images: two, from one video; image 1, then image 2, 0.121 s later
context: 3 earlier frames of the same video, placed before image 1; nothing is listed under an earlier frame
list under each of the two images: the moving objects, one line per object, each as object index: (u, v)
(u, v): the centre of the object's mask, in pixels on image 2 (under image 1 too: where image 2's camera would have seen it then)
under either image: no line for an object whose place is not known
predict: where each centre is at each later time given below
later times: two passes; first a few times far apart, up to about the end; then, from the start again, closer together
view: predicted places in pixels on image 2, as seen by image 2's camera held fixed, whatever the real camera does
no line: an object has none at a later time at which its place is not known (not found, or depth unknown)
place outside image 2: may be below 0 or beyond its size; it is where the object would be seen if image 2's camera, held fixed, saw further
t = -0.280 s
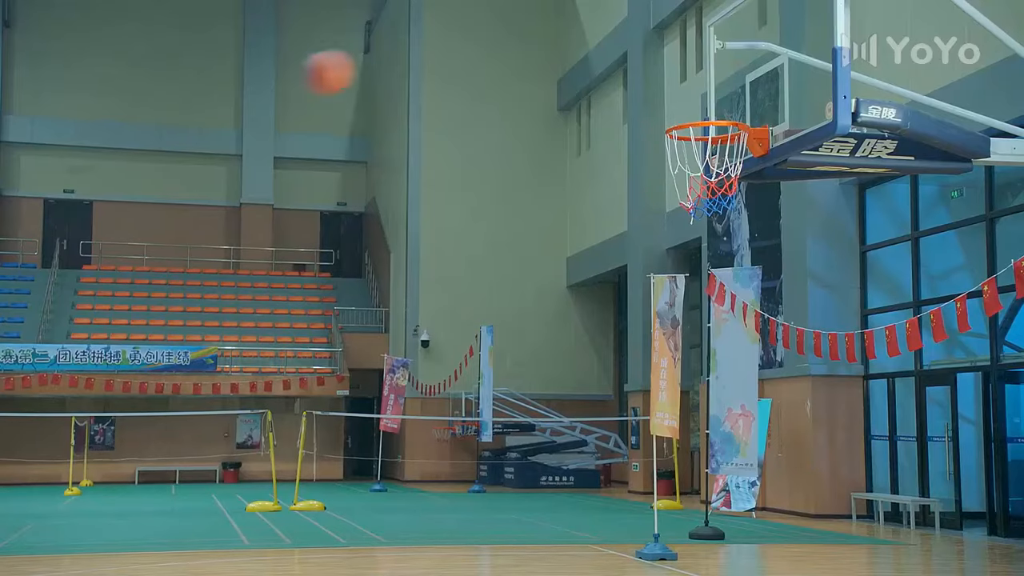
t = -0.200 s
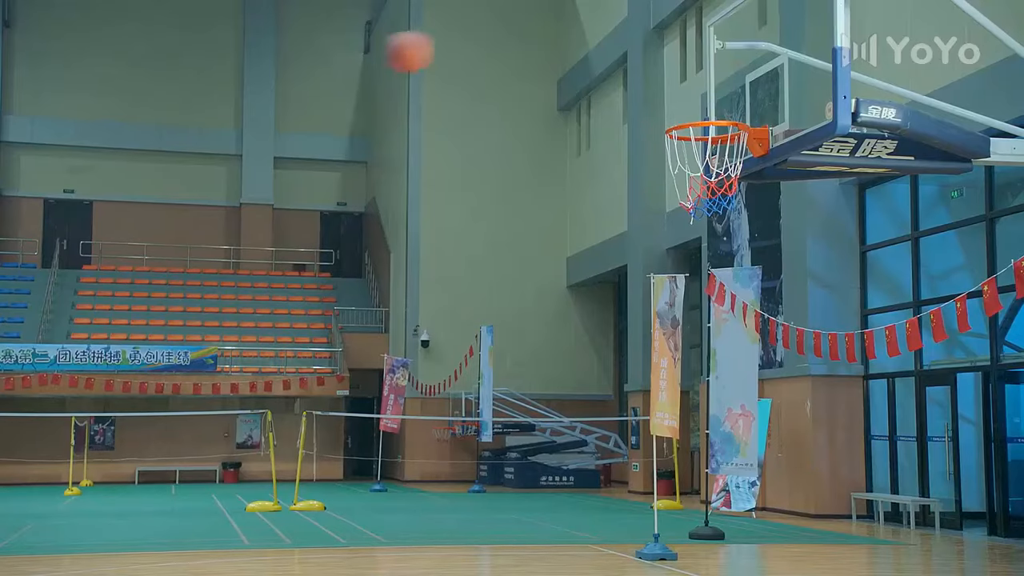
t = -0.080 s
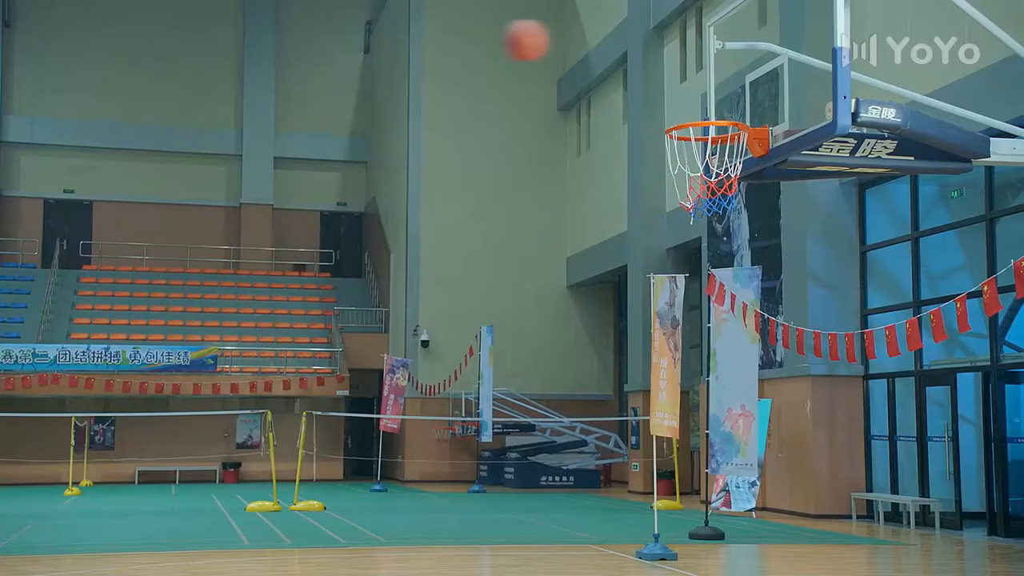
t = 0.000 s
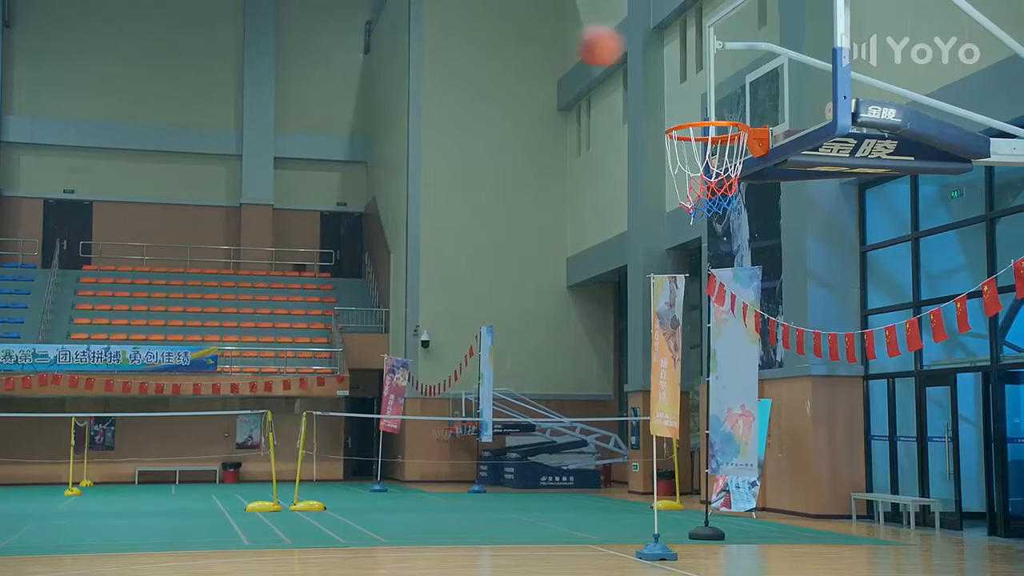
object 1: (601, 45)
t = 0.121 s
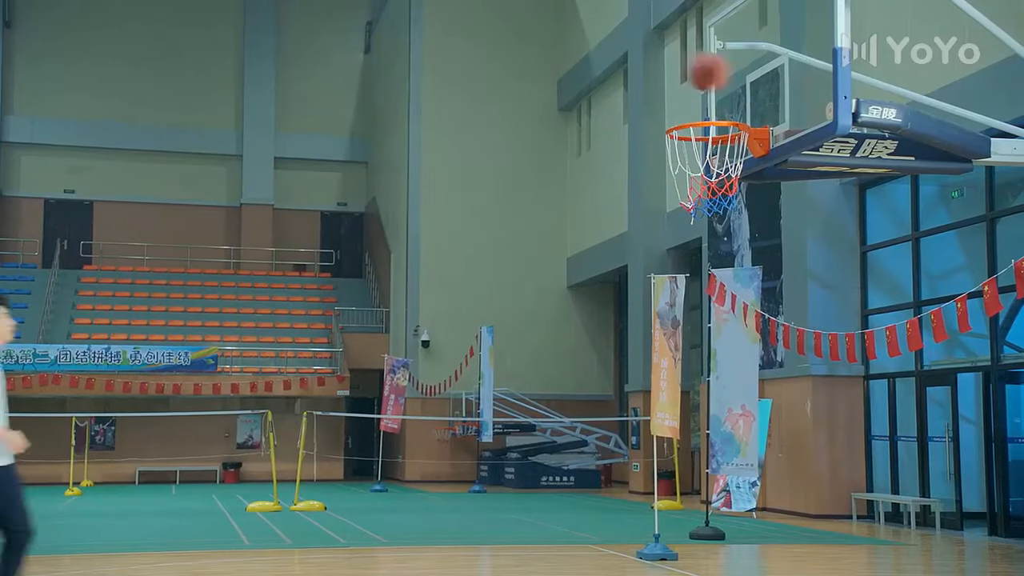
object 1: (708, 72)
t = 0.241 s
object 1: (696, 108)
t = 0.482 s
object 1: (746, 64)
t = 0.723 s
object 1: (769, 96)
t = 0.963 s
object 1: (744, 237)
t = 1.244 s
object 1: (715, 548)
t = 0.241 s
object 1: (696, 108)
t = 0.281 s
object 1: (684, 113)
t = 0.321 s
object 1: (696, 101)
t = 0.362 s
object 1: (709, 87)
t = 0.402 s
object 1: (722, 77)
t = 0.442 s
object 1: (734, 69)
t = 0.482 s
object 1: (746, 64)
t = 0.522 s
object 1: (759, 61)
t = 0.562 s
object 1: (772, 60)
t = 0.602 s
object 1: (782, 64)
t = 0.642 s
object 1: (777, 72)
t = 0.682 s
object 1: (773, 84)
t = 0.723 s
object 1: (769, 96)
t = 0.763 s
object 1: (765, 112)
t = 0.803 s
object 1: (761, 132)
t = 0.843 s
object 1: (756, 153)
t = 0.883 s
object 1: (753, 179)
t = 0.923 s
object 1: (748, 206)
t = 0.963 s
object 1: (744, 237)
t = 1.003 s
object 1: (741, 269)
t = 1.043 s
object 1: (735, 308)
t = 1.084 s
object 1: (731, 350)
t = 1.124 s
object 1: (727, 393)
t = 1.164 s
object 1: (724, 441)
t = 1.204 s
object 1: (719, 492)
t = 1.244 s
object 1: (715, 548)
